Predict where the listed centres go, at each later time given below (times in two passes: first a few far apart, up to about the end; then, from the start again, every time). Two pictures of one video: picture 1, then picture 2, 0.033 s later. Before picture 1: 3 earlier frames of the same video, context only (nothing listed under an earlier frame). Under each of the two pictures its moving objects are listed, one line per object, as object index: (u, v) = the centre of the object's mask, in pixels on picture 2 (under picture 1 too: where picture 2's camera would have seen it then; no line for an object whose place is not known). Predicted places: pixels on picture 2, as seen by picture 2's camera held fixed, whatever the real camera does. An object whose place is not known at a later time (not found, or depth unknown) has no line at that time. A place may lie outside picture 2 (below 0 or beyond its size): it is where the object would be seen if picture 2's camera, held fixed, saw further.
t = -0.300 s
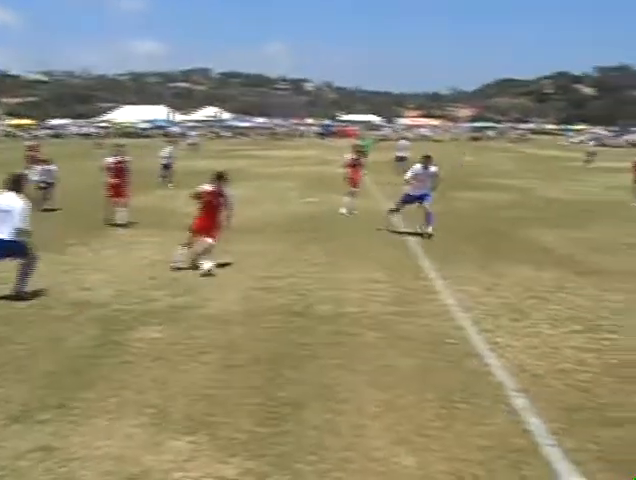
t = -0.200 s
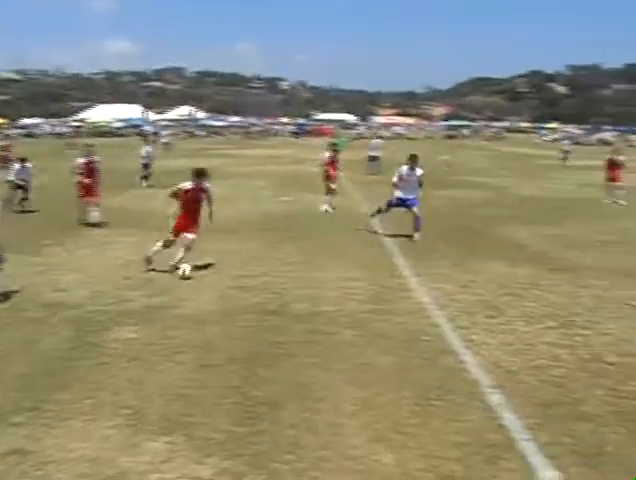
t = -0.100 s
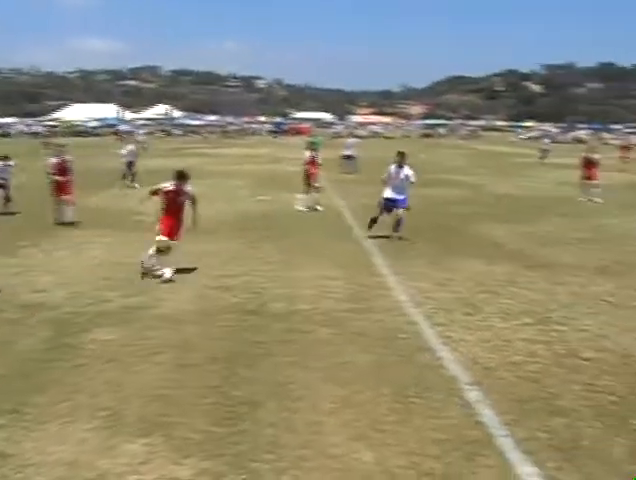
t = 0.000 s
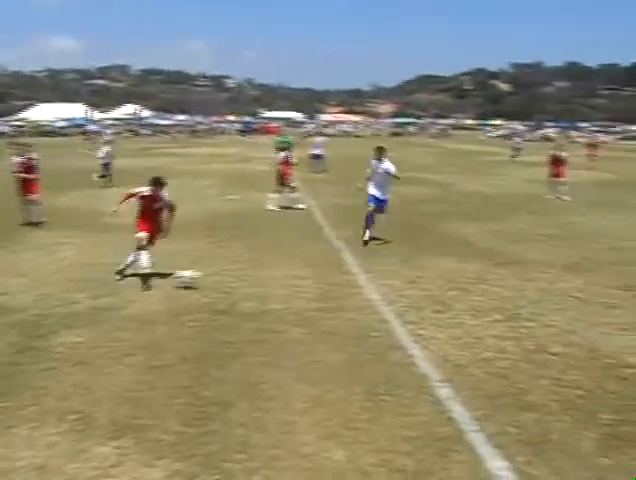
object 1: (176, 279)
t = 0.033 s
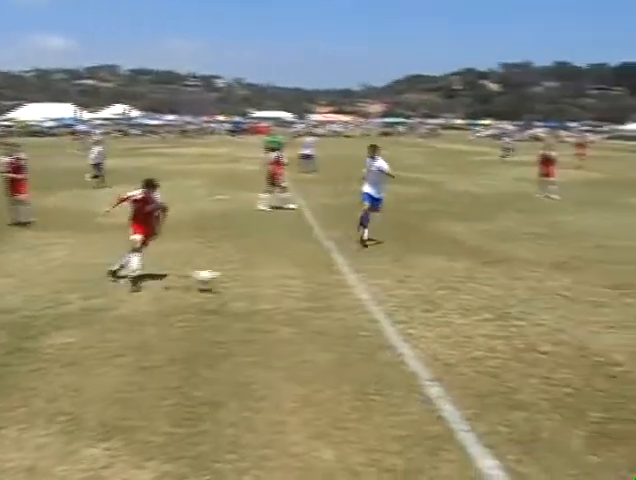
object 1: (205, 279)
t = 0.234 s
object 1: (391, 295)
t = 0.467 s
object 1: (600, 306)
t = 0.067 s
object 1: (235, 277)
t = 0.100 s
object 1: (264, 278)
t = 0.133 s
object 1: (297, 280)
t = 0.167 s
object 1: (328, 282)
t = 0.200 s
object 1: (359, 291)
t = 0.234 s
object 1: (391, 295)
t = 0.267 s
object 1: (426, 300)
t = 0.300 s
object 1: (457, 300)
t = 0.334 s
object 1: (485, 301)
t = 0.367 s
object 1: (513, 301)
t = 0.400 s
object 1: (543, 303)
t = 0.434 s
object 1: (572, 305)
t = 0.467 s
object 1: (600, 306)
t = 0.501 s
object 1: (630, 309)
